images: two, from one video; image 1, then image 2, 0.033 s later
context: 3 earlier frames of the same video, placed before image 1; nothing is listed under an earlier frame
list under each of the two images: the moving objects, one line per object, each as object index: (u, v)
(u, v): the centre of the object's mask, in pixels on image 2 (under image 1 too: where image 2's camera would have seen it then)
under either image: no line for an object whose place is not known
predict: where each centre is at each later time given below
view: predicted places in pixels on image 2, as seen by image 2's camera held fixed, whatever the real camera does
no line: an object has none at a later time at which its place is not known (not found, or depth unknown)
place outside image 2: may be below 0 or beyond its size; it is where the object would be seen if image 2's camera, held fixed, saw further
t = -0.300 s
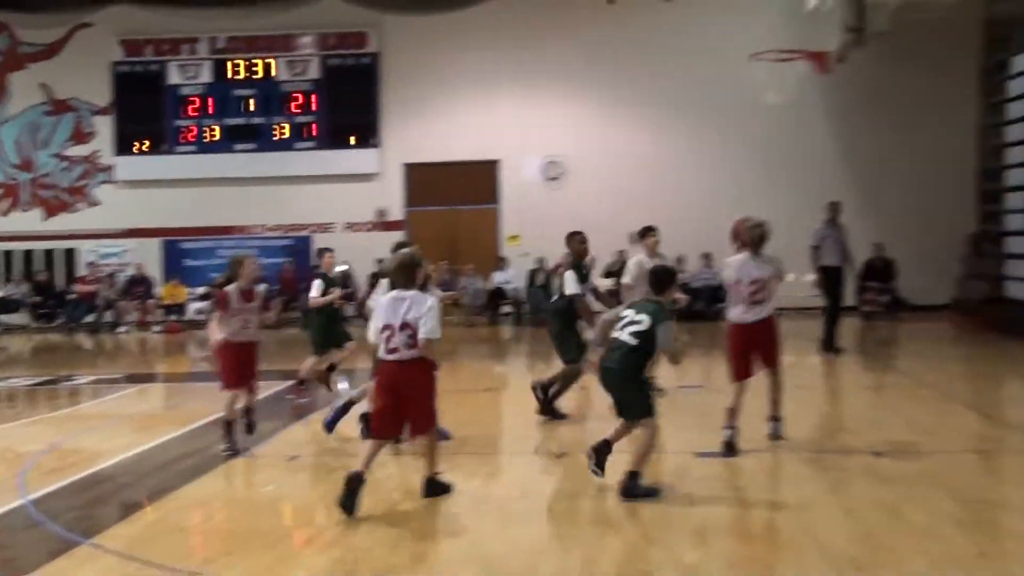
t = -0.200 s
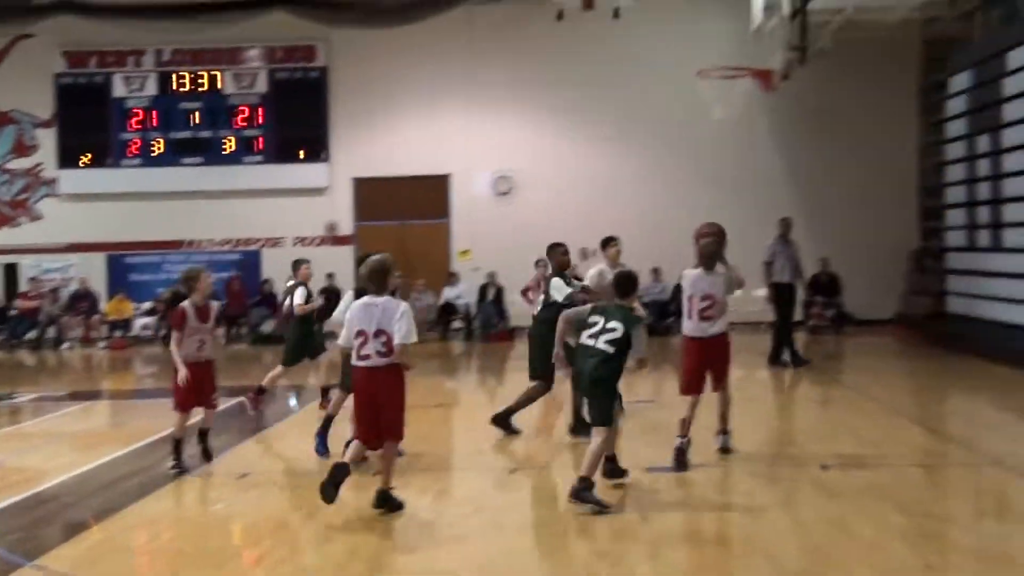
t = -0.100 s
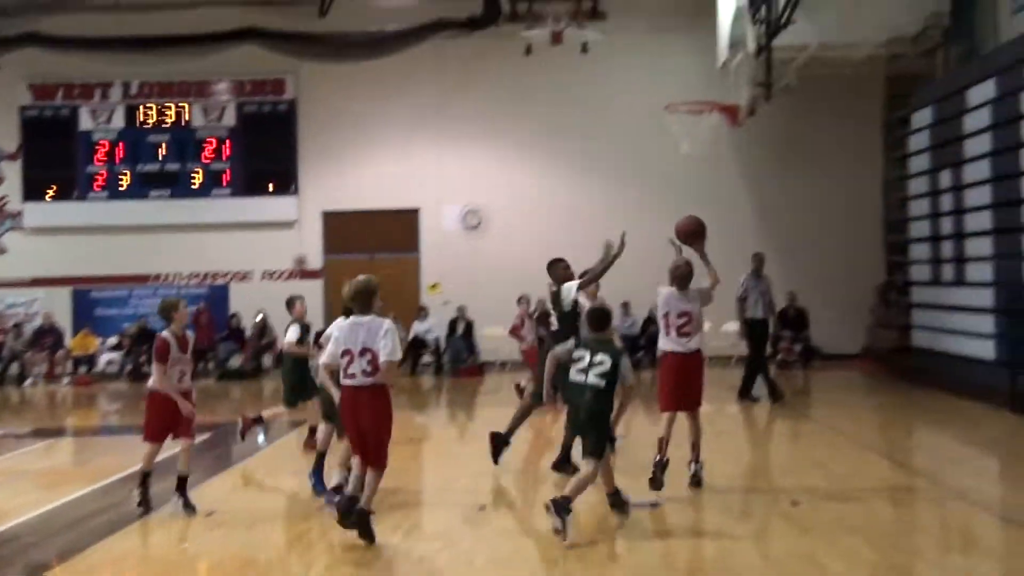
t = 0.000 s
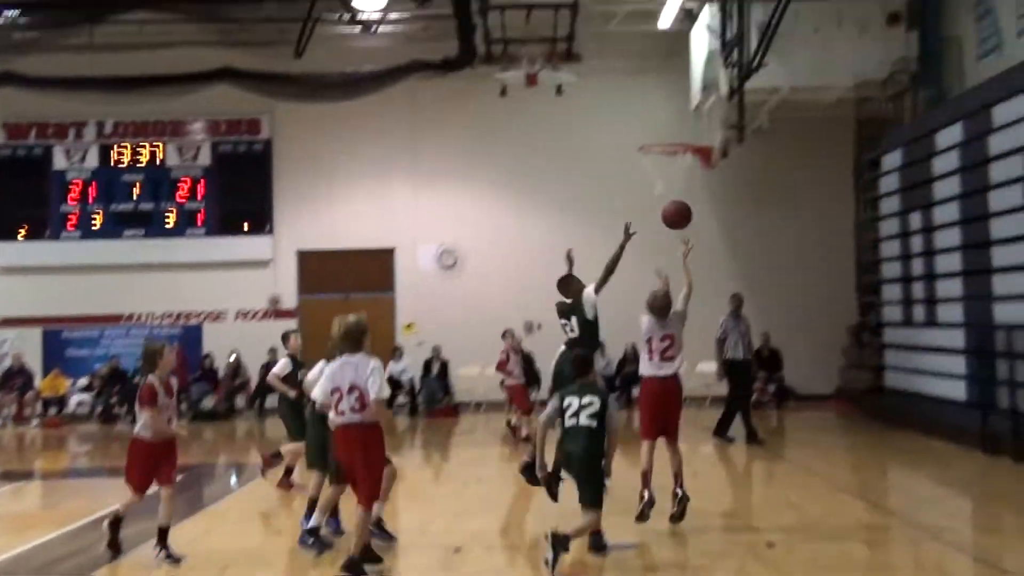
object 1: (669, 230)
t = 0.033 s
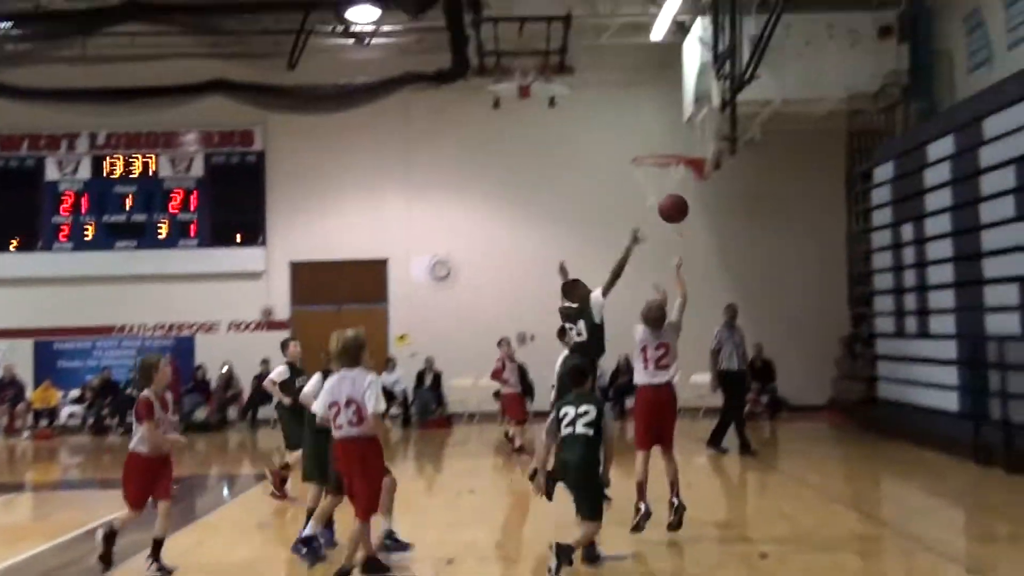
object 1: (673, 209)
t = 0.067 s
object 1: (679, 189)
